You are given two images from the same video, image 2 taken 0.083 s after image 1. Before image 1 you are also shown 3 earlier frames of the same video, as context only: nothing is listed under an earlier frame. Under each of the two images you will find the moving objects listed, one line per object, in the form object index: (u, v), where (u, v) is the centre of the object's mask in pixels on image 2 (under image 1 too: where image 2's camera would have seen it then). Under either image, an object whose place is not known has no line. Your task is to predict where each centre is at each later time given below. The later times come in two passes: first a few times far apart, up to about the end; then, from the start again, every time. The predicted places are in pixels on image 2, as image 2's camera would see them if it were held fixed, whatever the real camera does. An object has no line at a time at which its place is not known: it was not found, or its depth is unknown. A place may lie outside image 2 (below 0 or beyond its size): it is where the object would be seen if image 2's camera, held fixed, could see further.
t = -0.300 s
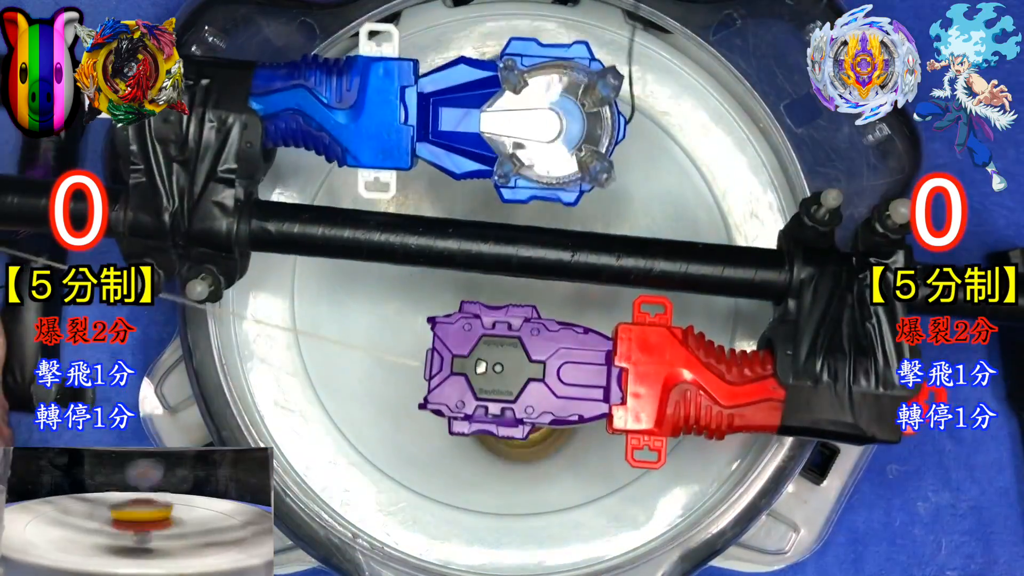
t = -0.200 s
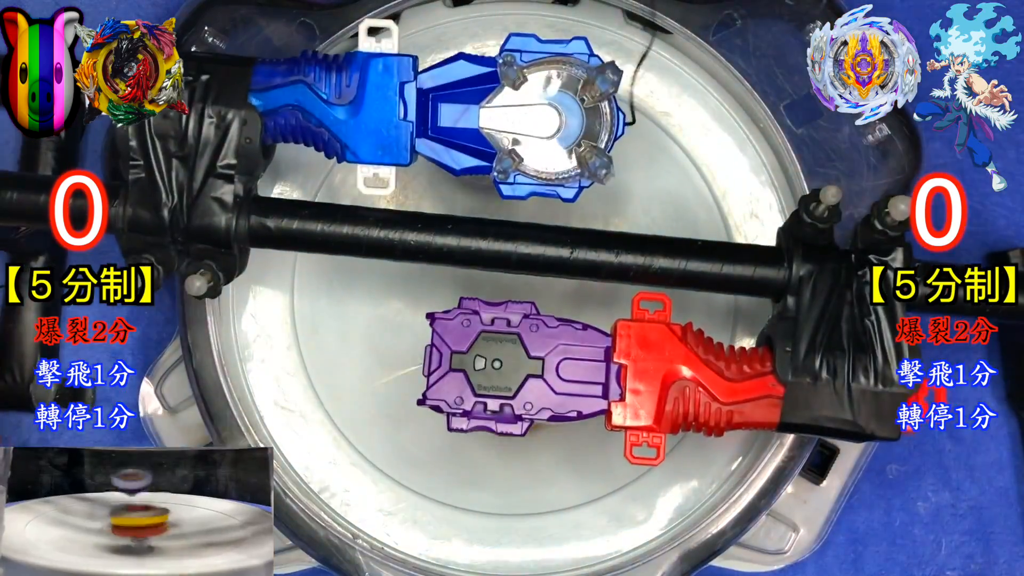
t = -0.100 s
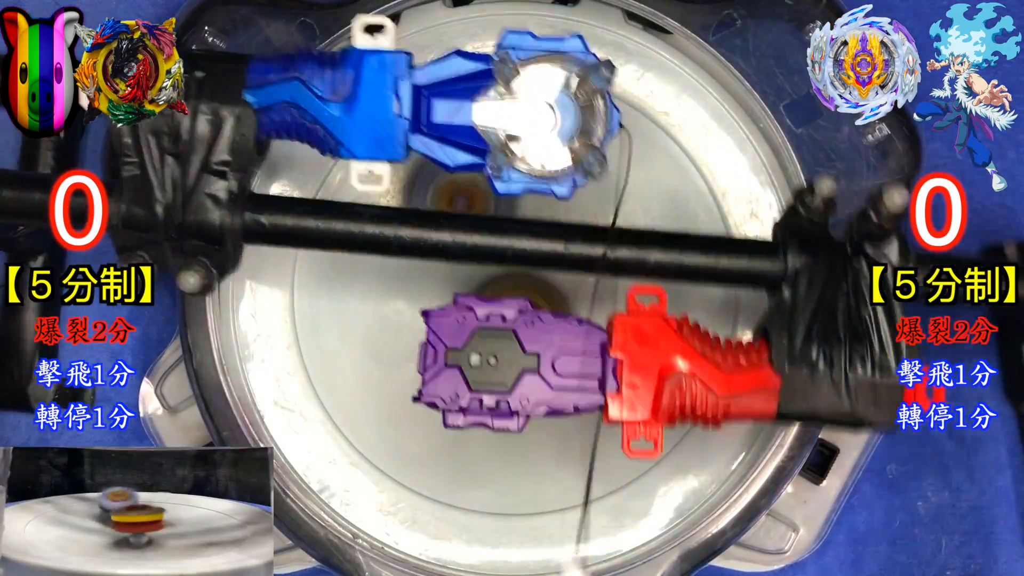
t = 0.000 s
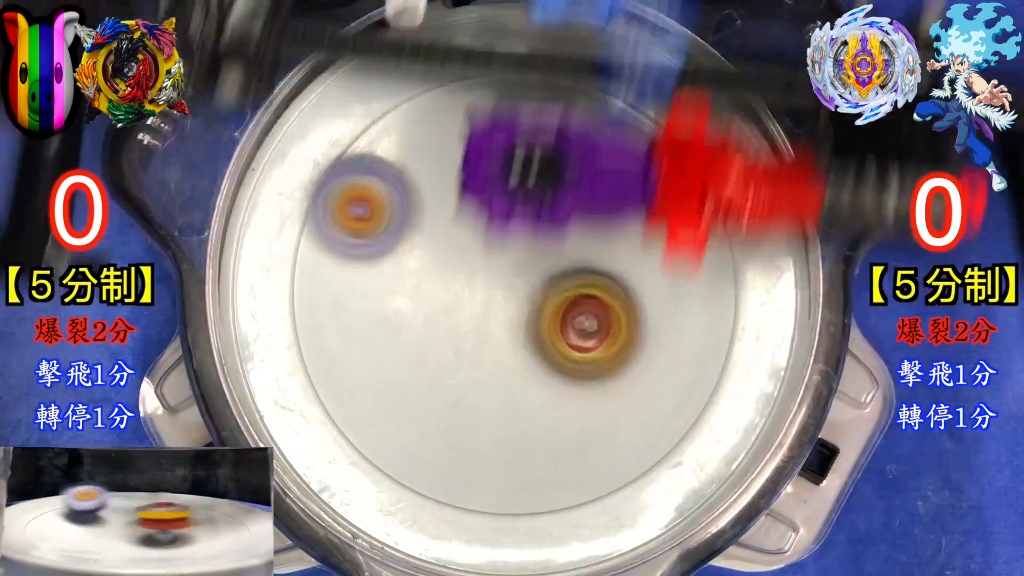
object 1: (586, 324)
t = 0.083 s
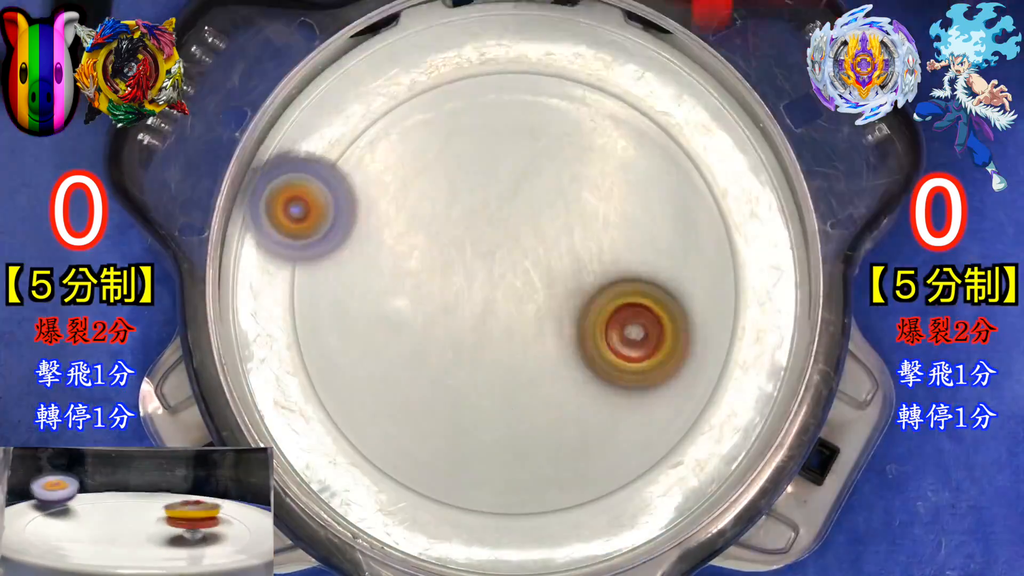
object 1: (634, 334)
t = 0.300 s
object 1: (607, 276)
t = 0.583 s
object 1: (543, 171)
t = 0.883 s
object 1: (411, 236)
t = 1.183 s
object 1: (398, 219)
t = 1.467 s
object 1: (522, 316)
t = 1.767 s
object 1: (753, 346)
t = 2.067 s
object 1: (505, 77)
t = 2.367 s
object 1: (482, 105)
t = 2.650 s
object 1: (595, 283)
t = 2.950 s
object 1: (674, 309)
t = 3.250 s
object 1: (592, 225)
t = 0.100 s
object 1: (640, 334)
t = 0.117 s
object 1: (644, 334)
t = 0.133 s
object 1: (647, 333)
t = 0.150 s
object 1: (648, 331)
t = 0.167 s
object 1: (649, 329)
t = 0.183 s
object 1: (648, 325)
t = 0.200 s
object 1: (646, 321)
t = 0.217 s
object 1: (643, 315)
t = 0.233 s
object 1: (638, 309)
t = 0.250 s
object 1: (632, 301)
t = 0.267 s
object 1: (625, 294)
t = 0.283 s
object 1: (616, 285)
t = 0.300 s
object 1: (607, 276)
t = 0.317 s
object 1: (596, 268)
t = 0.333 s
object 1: (585, 260)
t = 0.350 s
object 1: (572, 253)
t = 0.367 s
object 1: (560, 247)
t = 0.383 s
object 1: (548, 242)
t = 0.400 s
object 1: (538, 239)
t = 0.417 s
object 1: (537, 230)
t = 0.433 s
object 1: (540, 221)
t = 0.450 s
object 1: (544, 211)
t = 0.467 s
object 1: (548, 202)
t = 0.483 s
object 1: (549, 195)
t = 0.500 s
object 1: (550, 188)
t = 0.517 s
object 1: (551, 183)
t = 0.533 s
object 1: (551, 178)
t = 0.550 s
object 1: (549, 175)
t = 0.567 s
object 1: (546, 172)
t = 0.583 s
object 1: (543, 171)
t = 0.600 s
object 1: (539, 171)
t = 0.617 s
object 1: (534, 171)
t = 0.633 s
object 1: (527, 173)
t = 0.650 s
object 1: (521, 177)
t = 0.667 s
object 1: (514, 182)
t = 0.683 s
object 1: (507, 189)
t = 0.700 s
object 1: (499, 196)
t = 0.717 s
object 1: (491, 204)
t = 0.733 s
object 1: (483, 211)
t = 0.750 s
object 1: (473, 221)
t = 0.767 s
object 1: (465, 231)
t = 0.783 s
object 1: (456, 242)
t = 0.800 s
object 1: (449, 253)
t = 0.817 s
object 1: (442, 266)
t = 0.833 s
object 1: (438, 276)
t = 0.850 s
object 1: (428, 266)
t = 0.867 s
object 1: (420, 250)
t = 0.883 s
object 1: (411, 236)
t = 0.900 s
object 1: (403, 223)
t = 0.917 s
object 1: (396, 211)
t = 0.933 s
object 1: (391, 201)
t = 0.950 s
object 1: (386, 191)
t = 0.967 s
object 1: (383, 184)
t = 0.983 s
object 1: (380, 178)
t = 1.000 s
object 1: (378, 174)
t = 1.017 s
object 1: (376, 171)
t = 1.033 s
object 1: (376, 169)
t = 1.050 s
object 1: (376, 169)
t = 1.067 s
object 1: (376, 171)
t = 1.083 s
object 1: (378, 174)
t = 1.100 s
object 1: (380, 178)
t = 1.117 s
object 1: (382, 184)
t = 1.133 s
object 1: (385, 190)
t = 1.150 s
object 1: (389, 199)
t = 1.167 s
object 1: (393, 208)
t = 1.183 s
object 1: (398, 219)
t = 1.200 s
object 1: (402, 230)
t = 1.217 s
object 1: (408, 242)
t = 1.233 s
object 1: (413, 253)
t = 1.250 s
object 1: (420, 262)
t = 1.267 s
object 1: (427, 272)
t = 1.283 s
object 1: (433, 282)
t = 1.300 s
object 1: (440, 291)
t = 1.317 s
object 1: (448, 298)
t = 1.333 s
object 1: (456, 305)
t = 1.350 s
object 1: (466, 310)
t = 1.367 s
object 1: (475, 313)
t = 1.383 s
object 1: (484, 316)
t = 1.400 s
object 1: (493, 318)
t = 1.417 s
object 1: (500, 318)
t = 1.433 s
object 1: (508, 318)
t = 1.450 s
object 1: (515, 318)
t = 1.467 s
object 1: (522, 316)
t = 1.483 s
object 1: (528, 315)
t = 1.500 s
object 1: (535, 315)
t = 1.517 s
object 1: (540, 314)
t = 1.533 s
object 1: (545, 314)
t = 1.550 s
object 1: (550, 313)
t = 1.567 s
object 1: (554, 310)
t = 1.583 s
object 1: (558, 308)
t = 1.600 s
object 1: (562, 305)
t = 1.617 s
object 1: (573, 306)
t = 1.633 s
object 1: (600, 317)
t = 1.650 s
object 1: (625, 328)
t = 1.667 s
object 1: (647, 336)
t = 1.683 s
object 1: (671, 344)
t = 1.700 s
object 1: (693, 351)
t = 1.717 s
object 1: (714, 355)
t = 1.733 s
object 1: (735, 358)
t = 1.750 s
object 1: (750, 358)
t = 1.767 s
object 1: (753, 346)
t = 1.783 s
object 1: (747, 330)
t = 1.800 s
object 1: (740, 311)
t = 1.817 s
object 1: (731, 293)
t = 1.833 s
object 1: (722, 275)
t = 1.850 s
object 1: (711, 257)
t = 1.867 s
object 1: (701, 237)
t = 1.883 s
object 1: (690, 219)
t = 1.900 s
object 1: (676, 200)
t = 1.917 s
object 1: (663, 182)
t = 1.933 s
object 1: (648, 162)
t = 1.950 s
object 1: (634, 146)
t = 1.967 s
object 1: (619, 130)
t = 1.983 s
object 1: (603, 115)
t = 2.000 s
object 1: (584, 102)
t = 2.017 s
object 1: (567, 90)
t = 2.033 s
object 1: (547, 81)
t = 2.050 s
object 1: (526, 77)
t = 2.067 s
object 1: (505, 77)
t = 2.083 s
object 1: (483, 79)
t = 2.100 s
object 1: (463, 85)
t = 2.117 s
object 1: (441, 96)
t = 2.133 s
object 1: (421, 108)
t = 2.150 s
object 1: (401, 123)
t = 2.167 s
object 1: (386, 138)
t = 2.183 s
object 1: (373, 151)
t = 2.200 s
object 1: (376, 137)
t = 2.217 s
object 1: (383, 121)
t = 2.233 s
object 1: (393, 109)
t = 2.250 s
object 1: (403, 98)
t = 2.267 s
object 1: (414, 91)
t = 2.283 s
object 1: (425, 86)
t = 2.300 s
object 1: (436, 85)
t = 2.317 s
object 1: (448, 86)
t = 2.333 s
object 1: (460, 91)
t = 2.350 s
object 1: (472, 98)
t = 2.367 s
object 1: (482, 105)
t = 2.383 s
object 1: (492, 114)
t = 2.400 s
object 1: (502, 123)
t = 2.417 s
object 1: (512, 135)
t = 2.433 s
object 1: (520, 146)
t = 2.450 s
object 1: (528, 159)
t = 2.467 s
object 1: (535, 169)
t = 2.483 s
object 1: (542, 182)
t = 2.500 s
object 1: (549, 193)
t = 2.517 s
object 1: (555, 203)
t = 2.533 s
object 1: (561, 215)
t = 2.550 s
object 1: (566, 227)
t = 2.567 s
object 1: (571, 237)
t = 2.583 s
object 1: (576, 247)
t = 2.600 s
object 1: (581, 257)
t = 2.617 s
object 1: (586, 267)
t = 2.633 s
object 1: (590, 276)
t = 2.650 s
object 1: (595, 283)
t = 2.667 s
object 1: (600, 292)
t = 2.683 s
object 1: (606, 299)
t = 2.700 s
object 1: (611, 304)
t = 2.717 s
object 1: (616, 310)
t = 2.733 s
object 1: (621, 315)
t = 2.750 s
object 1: (627, 318)
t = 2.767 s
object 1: (631, 322)
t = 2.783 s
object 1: (636, 324)
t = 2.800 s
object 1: (641, 326)
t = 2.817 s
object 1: (645, 327)
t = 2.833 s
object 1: (650, 326)
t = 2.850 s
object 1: (654, 326)
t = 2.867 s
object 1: (658, 325)
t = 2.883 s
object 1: (662, 323)
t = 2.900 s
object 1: (665, 320)
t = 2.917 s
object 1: (668, 317)
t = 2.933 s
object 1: (671, 314)
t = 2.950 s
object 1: (674, 309)
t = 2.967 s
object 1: (676, 303)
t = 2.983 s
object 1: (677, 298)
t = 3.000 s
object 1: (678, 293)
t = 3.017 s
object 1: (678, 286)
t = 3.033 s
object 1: (676, 279)
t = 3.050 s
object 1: (674, 275)
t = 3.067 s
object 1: (671, 269)
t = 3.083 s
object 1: (666, 264)
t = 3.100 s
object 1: (661, 260)
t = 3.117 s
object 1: (654, 254)
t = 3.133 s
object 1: (647, 249)
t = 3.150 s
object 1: (640, 245)
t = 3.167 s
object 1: (632, 242)
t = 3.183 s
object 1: (624, 237)
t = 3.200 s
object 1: (615, 234)
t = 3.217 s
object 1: (608, 230)
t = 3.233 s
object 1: (601, 227)
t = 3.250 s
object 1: (592, 225)
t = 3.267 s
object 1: (586, 225)
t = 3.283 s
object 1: (579, 224)
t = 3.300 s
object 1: (573, 226)
